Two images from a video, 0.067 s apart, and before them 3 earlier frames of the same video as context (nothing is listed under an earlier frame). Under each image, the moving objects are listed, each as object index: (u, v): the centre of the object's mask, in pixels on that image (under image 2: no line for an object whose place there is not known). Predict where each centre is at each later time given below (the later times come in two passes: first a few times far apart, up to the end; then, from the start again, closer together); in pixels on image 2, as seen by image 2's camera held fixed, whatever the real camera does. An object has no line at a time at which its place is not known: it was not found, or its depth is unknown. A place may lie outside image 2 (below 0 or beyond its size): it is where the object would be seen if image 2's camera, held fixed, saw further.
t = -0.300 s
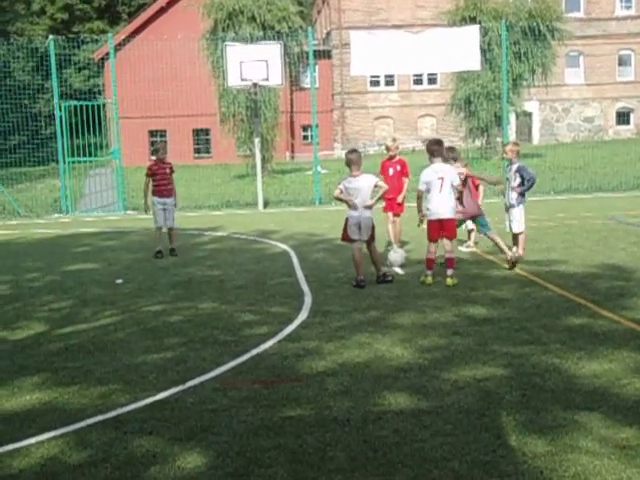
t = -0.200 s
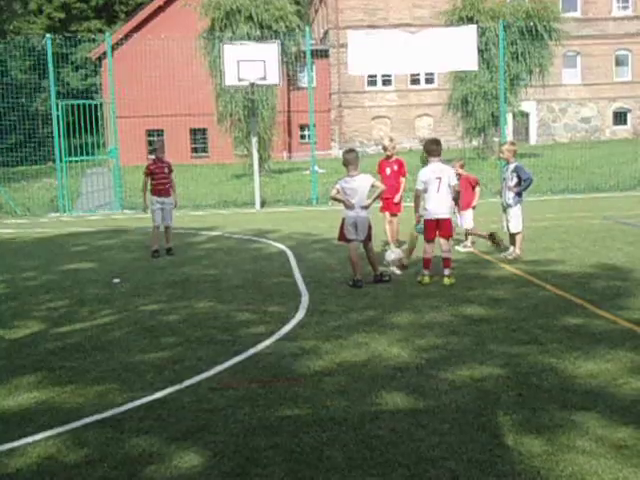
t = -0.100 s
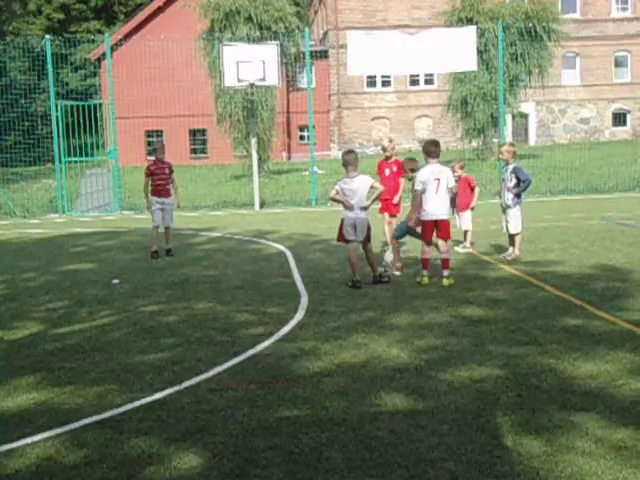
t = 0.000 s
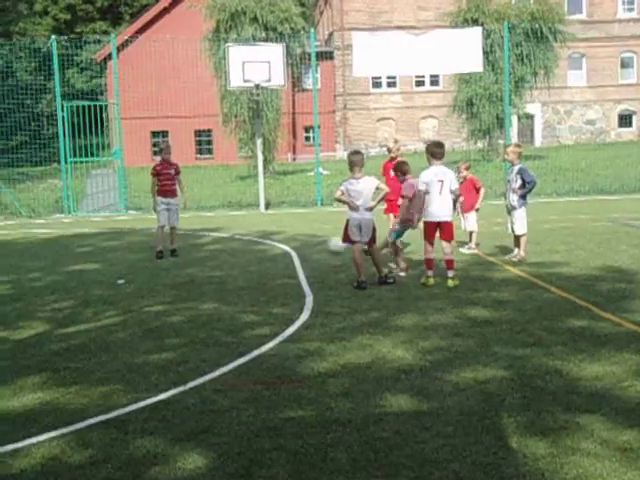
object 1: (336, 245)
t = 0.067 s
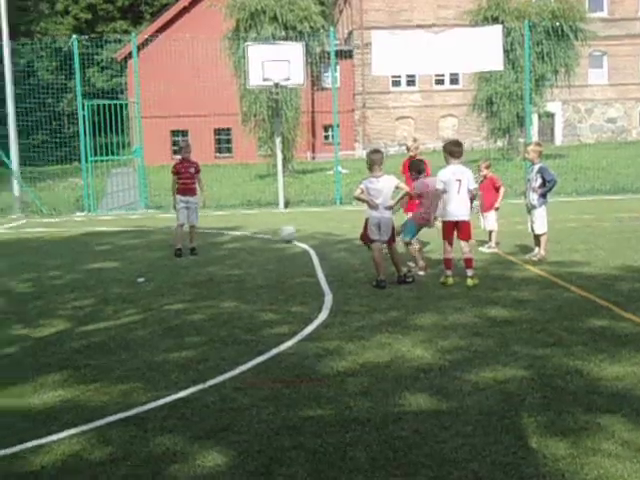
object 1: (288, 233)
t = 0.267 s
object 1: (102, 223)
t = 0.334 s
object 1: (46, 225)
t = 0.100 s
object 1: (255, 229)
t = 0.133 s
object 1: (223, 224)
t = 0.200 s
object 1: (163, 222)
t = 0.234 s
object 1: (132, 224)
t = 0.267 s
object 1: (102, 223)
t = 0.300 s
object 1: (76, 222)
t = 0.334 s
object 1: (46, 225)
